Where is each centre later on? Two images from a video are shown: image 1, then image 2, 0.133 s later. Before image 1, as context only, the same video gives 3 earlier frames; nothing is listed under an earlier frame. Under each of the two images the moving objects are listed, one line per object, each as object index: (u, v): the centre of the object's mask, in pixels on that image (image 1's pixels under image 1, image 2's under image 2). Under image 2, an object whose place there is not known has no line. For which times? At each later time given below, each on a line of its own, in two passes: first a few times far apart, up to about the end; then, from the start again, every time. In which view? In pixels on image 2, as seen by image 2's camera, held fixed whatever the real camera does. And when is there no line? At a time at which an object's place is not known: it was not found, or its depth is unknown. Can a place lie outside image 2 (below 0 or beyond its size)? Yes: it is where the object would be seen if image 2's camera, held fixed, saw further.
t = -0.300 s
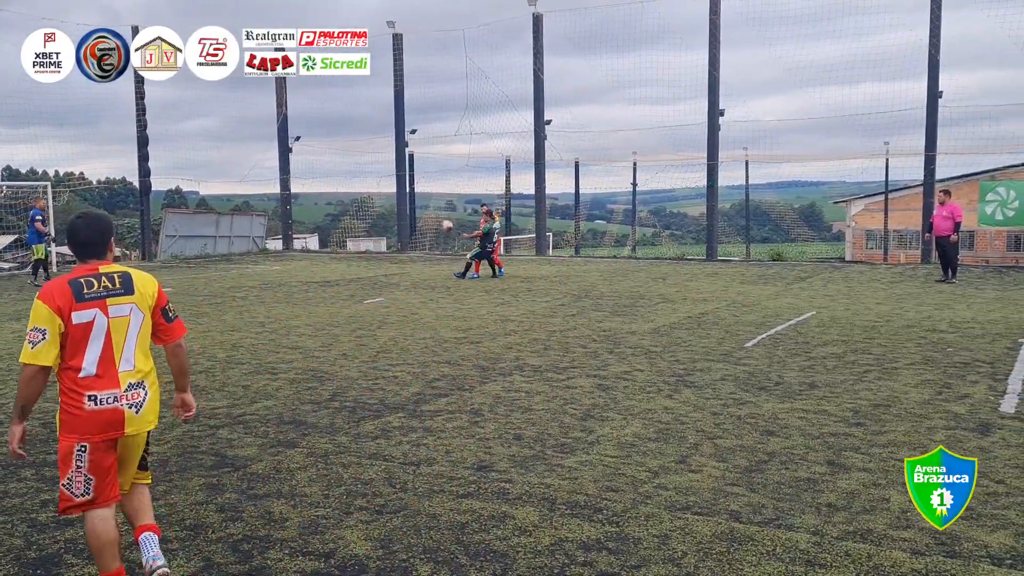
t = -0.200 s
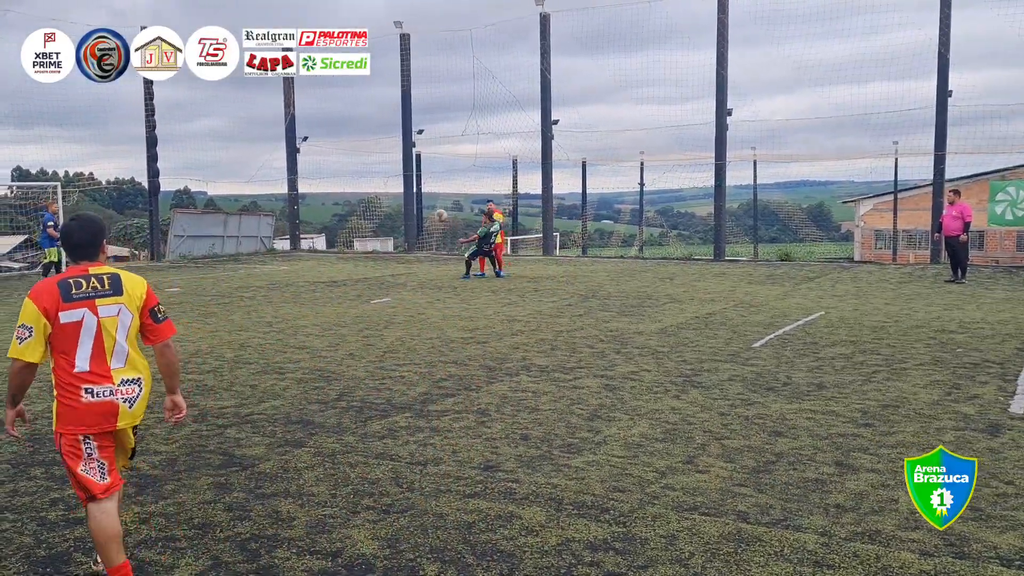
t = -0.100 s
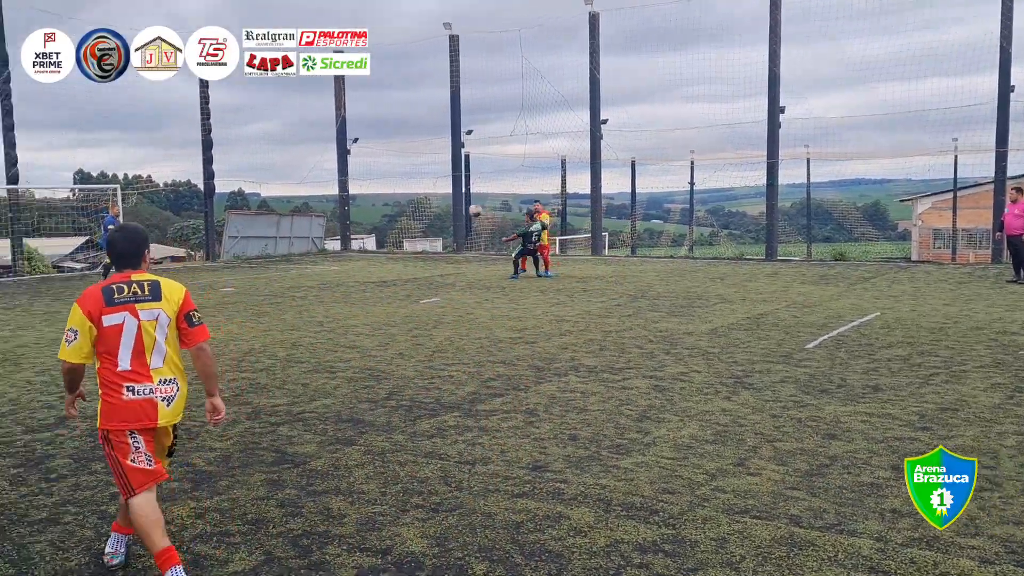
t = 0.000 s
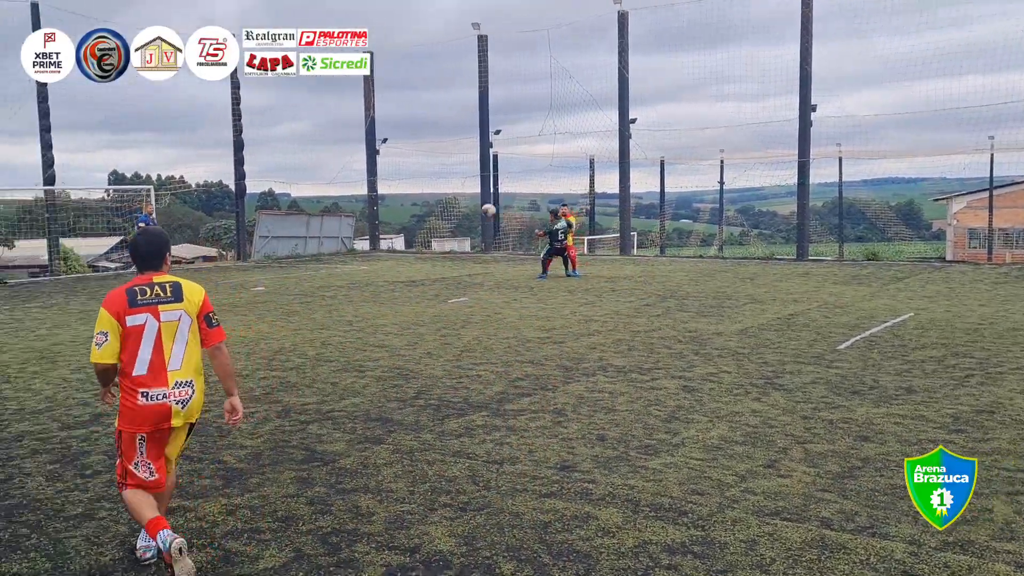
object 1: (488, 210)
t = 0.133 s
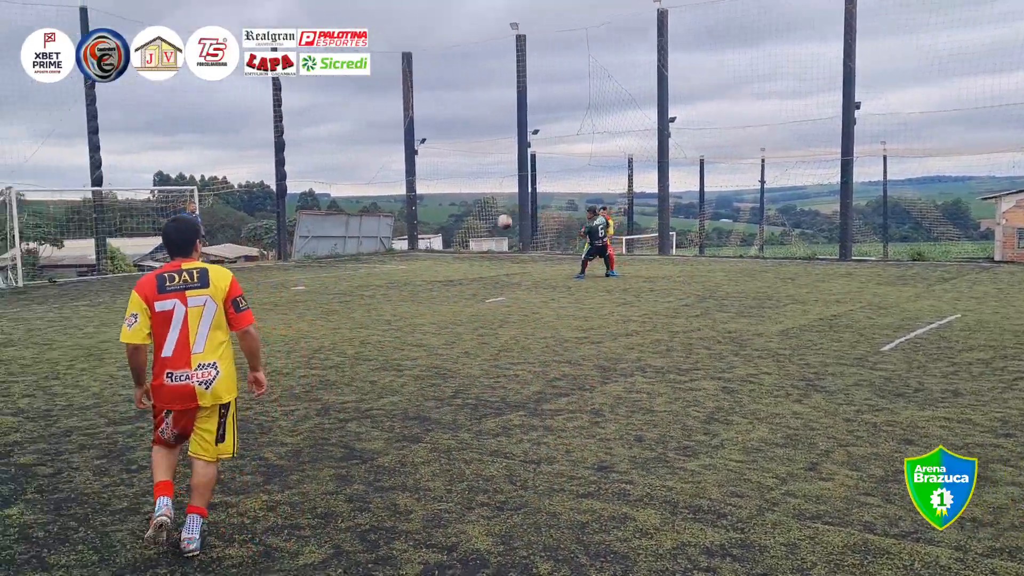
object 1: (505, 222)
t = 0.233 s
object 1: (490, 241)
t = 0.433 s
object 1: (445, 312)
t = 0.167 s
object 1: (500, 227)
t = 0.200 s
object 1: (494, 233)
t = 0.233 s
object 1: (490, 241)
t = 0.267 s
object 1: (484, 249)
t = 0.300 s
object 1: (477, 259)
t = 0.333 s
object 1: (471, 270)
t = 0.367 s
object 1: (463, 282)
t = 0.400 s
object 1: (454, 297)
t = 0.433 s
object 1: (445, 312)
